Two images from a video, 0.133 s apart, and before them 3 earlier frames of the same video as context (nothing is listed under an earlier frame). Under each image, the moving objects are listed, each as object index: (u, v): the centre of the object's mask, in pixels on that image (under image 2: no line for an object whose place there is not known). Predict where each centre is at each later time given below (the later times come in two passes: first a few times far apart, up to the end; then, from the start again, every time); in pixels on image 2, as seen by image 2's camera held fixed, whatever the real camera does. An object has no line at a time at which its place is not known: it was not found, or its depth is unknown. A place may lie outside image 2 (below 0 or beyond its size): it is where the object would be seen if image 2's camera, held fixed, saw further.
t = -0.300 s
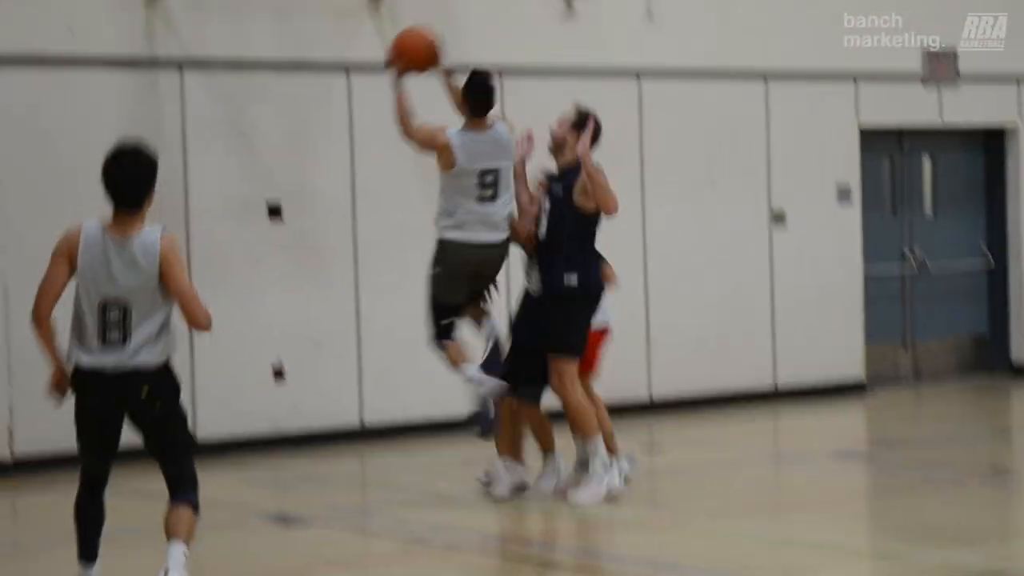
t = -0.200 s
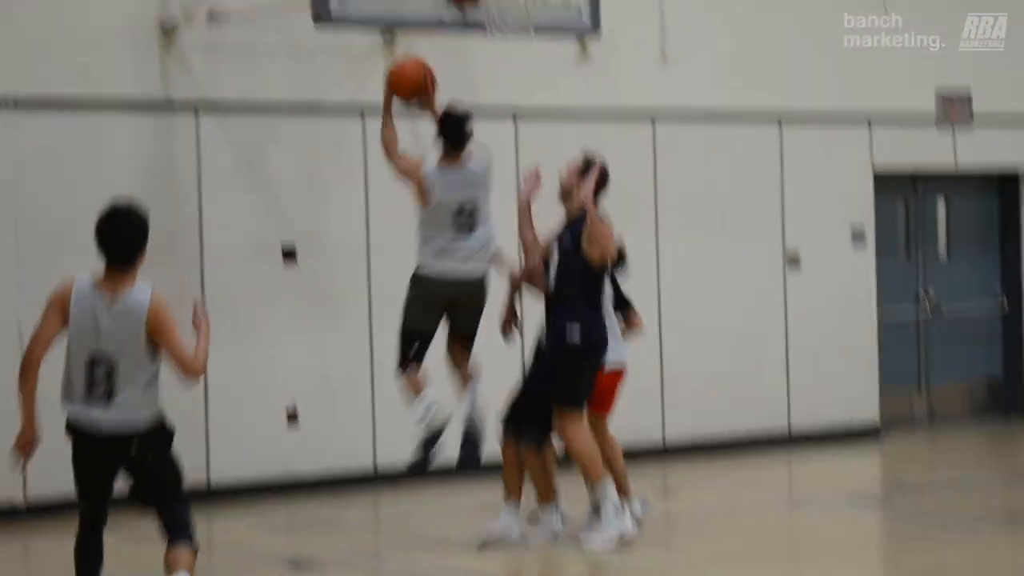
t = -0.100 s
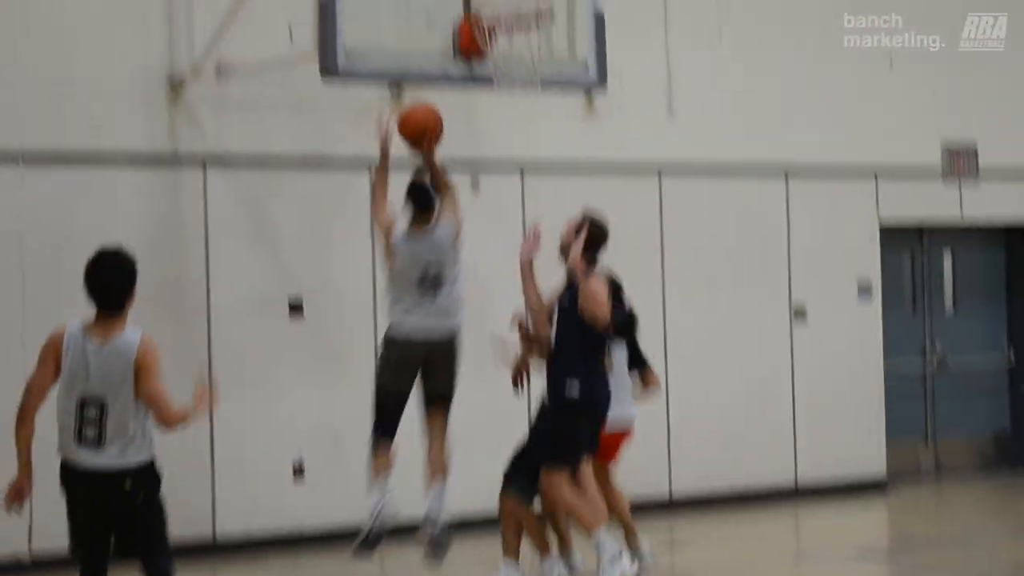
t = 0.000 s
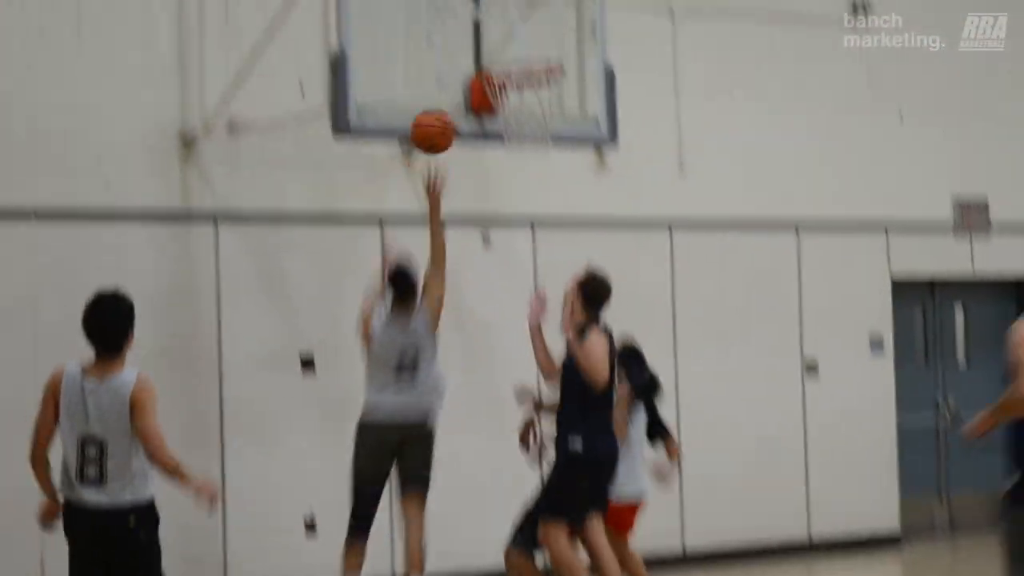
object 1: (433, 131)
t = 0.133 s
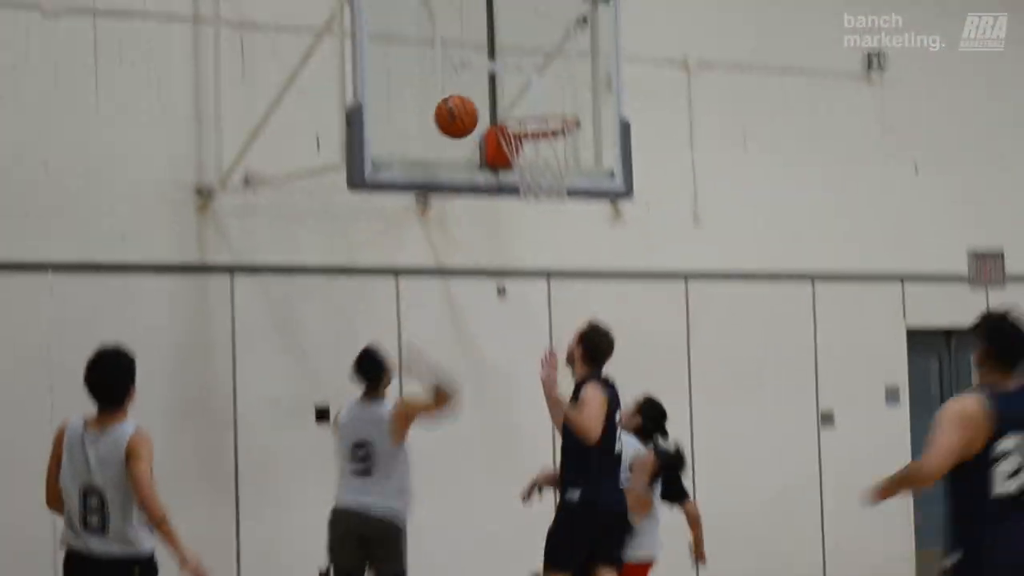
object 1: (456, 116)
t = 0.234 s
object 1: (462, 87)
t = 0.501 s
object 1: (526, 103)
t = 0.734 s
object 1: (555, 184)
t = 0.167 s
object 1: (458, 105)
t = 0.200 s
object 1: (460, 95)
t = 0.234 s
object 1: (462, 87)
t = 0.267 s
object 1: (465, 82)
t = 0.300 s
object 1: (467, 79)
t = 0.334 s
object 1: (477, 79)
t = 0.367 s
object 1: (486, 81)
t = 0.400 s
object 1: (495, 82)
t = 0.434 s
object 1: (505, 88)
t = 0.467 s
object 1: (516, 96)
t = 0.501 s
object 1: (526, 103)
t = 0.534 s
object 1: (536, 107)
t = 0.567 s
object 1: (546, 128)
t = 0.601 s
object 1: (551, 141)
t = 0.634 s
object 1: (555, 152)
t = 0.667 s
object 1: (555, 162)
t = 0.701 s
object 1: (556, 173)
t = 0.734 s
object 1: (555, 184)
